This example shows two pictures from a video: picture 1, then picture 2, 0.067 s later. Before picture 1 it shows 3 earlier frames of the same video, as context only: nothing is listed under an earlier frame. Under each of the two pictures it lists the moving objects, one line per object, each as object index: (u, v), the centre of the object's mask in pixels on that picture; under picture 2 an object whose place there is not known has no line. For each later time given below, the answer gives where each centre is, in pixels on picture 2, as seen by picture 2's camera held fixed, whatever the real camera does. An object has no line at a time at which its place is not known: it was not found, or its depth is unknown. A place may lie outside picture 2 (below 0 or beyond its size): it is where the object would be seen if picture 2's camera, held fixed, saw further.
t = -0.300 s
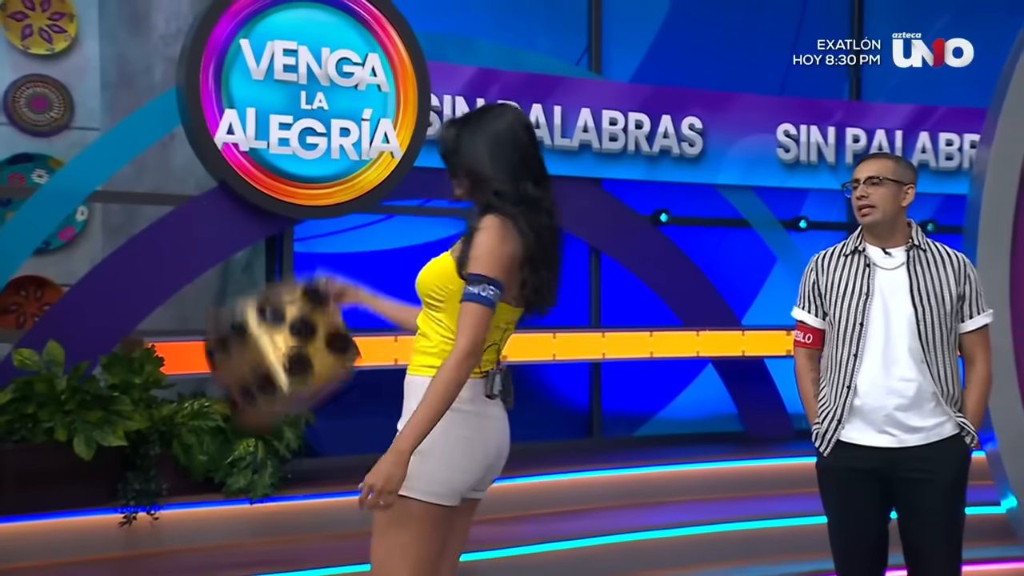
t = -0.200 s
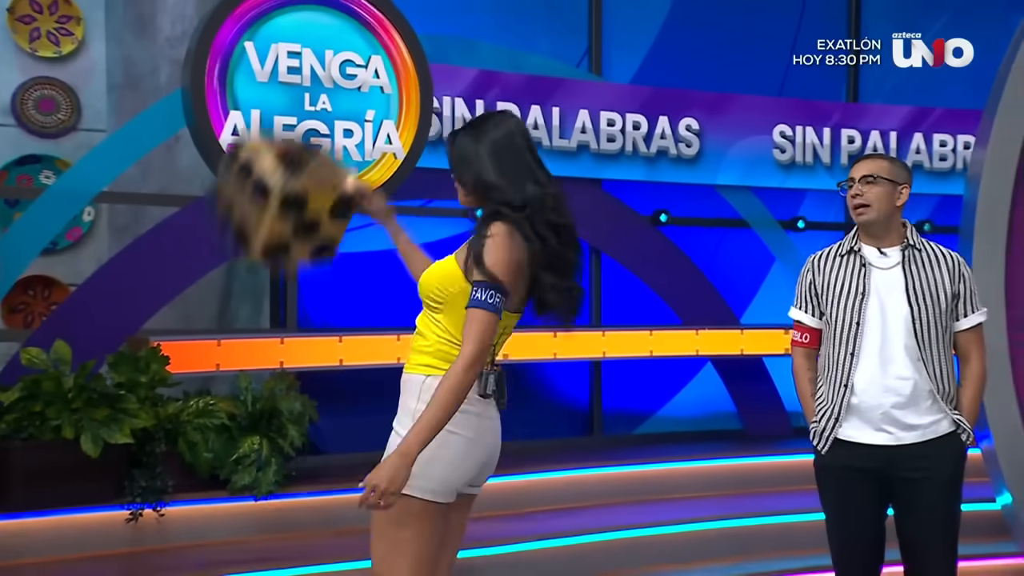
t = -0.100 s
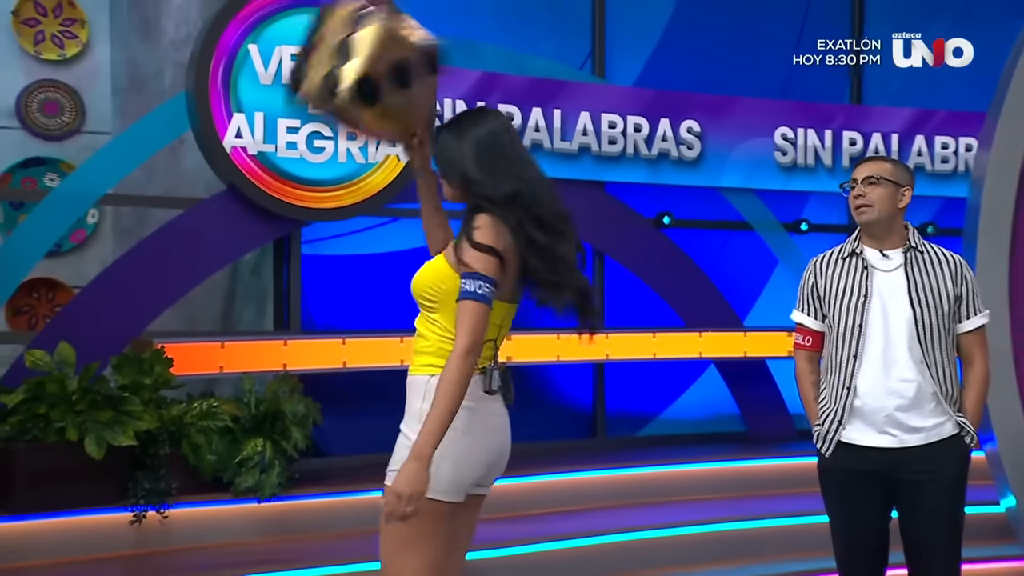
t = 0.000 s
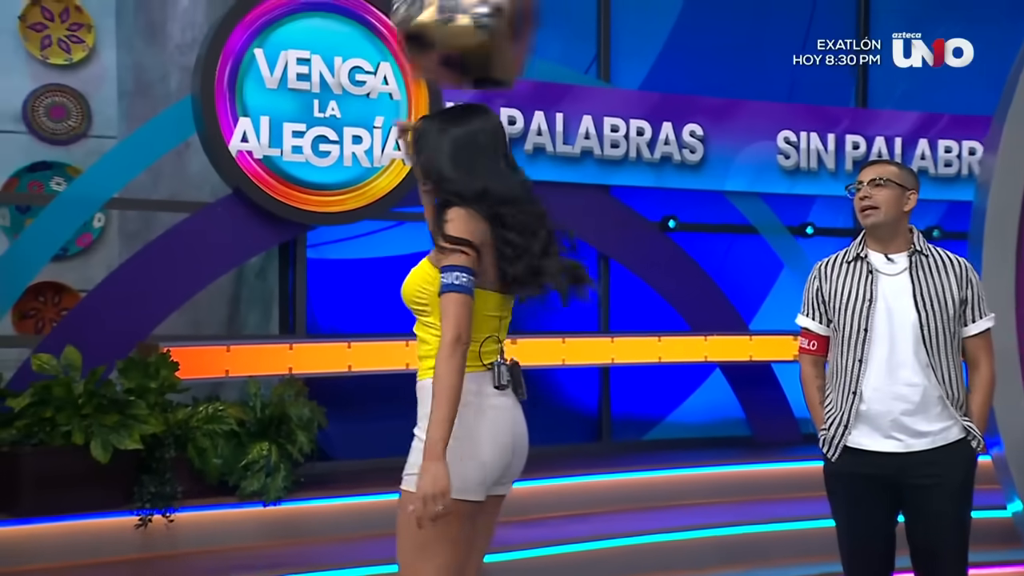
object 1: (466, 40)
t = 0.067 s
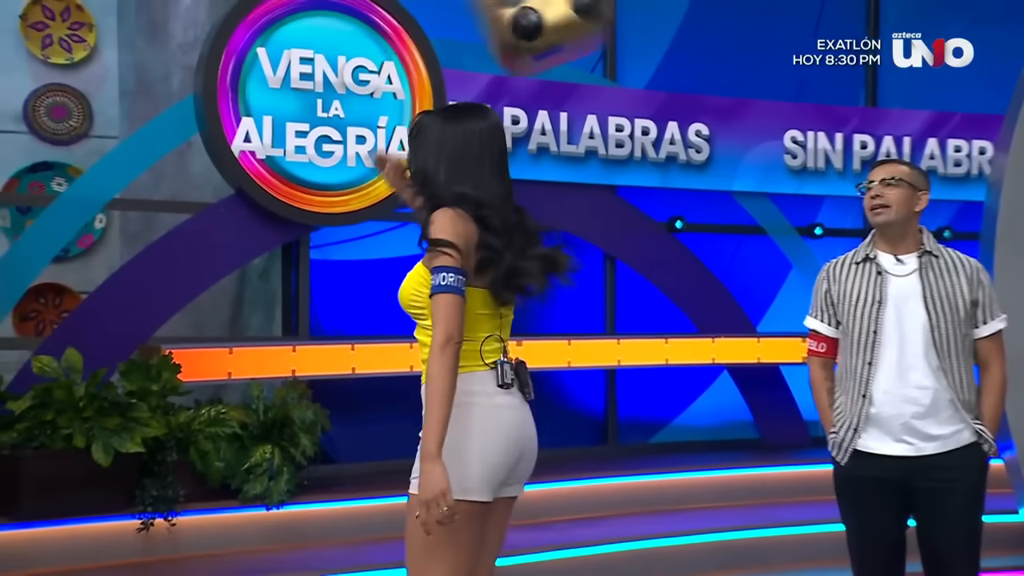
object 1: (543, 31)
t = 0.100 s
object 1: (571, 30)
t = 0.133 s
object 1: (602, 32)
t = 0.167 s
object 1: (637, 36)
